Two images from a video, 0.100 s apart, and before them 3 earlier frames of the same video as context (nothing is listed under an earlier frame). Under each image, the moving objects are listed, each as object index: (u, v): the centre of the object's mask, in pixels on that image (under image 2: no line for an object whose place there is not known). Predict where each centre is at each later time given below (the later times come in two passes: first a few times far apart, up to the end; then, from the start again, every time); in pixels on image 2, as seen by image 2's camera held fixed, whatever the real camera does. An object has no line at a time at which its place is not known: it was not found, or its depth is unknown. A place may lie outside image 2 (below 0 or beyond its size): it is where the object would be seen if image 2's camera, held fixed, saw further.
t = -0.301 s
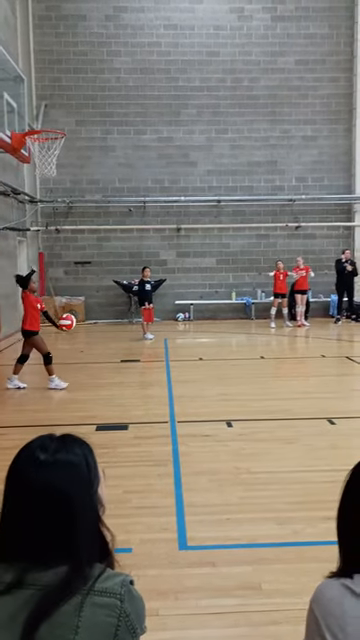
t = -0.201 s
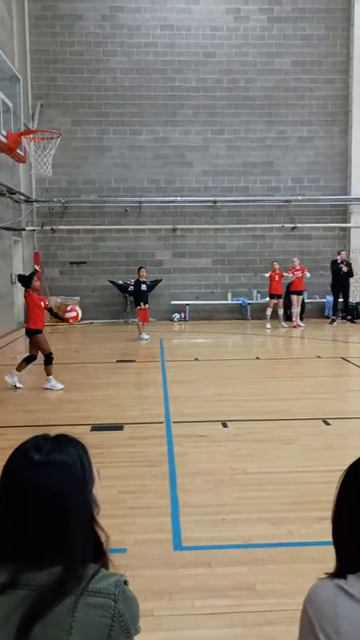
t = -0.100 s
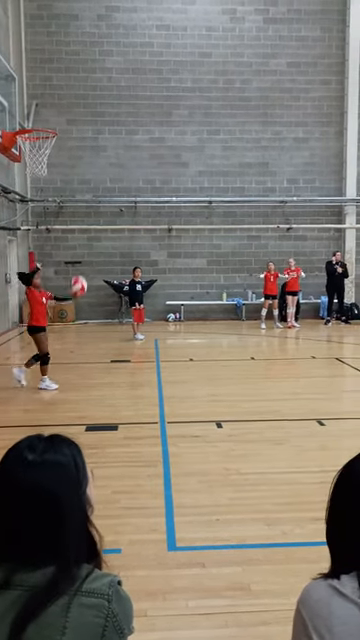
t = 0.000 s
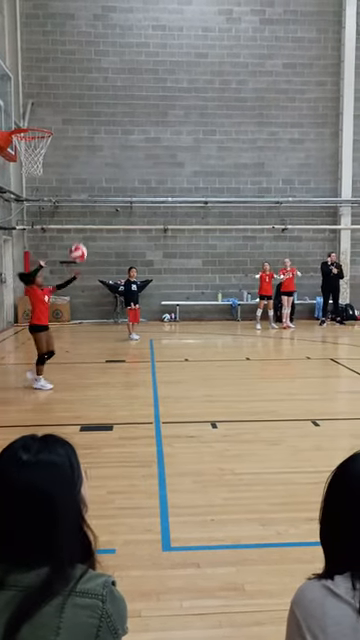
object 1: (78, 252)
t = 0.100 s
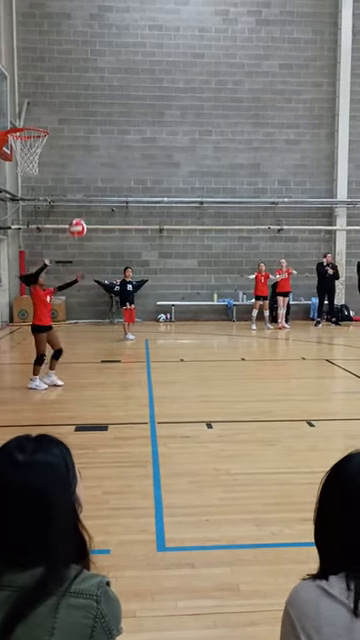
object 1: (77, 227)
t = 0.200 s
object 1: (81, 210)
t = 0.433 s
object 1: (91, 204)
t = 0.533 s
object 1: (95, 214)
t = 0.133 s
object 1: (79, 221)
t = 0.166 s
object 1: (80, 215)
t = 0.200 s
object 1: (81, 210)
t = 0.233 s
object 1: (83, 207)
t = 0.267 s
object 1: (84, 204)
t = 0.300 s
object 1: (85, 202)
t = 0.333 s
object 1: (87, 201)
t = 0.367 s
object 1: (88, 201)
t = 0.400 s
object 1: (90, 202)
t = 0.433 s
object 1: (91, 204)
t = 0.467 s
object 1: (93, 206)
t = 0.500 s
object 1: (94, 210)
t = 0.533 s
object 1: (95, 214)
